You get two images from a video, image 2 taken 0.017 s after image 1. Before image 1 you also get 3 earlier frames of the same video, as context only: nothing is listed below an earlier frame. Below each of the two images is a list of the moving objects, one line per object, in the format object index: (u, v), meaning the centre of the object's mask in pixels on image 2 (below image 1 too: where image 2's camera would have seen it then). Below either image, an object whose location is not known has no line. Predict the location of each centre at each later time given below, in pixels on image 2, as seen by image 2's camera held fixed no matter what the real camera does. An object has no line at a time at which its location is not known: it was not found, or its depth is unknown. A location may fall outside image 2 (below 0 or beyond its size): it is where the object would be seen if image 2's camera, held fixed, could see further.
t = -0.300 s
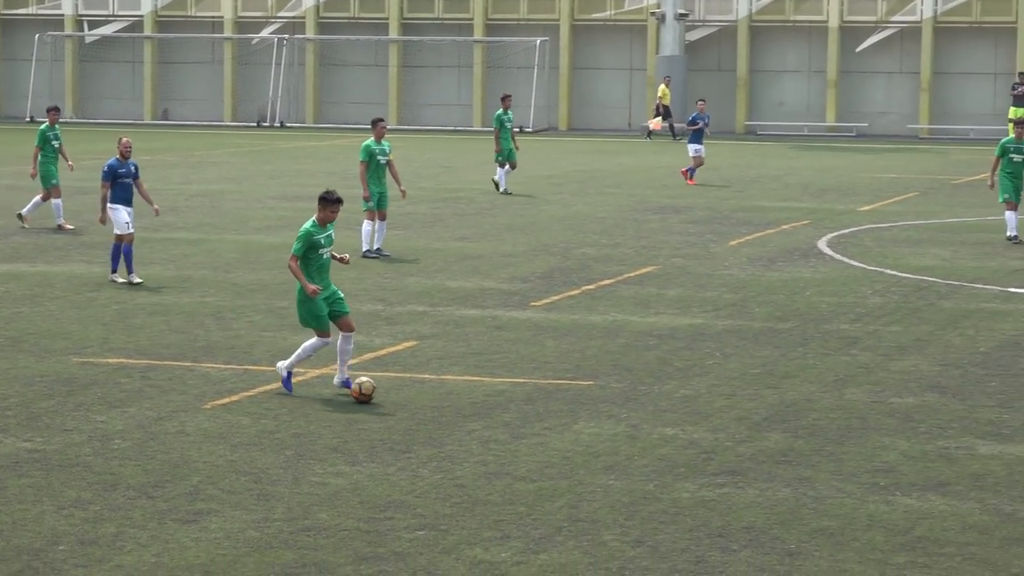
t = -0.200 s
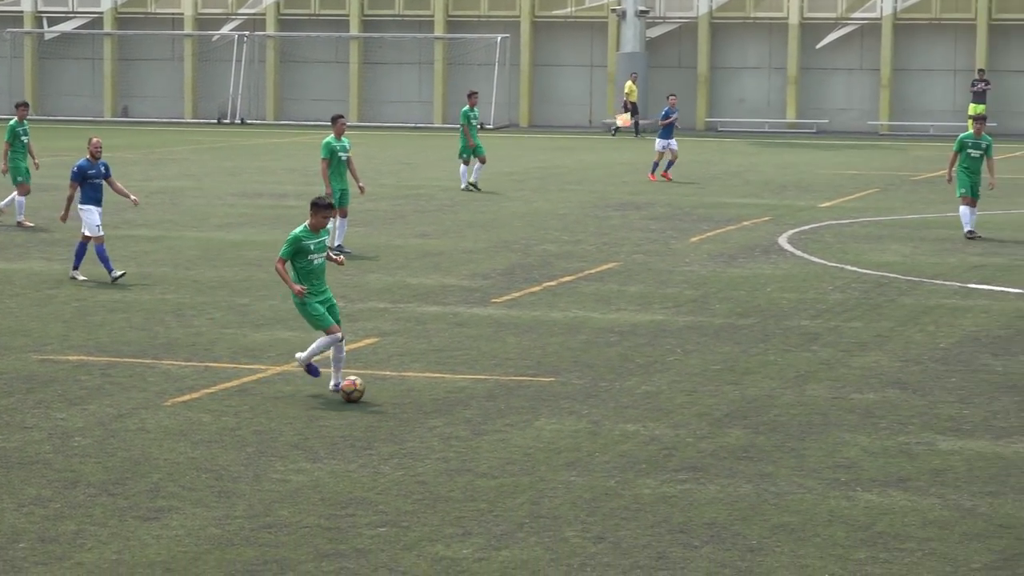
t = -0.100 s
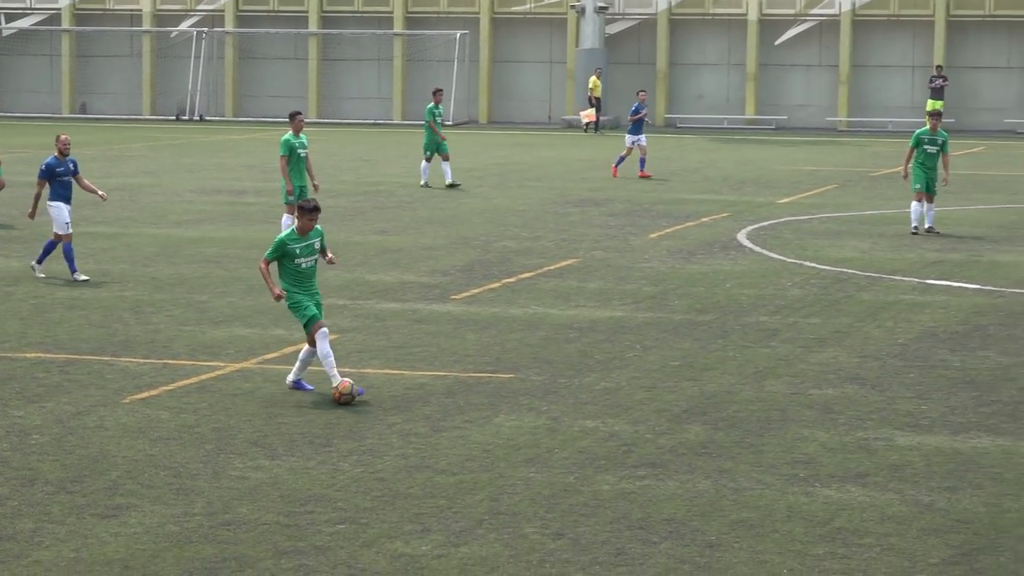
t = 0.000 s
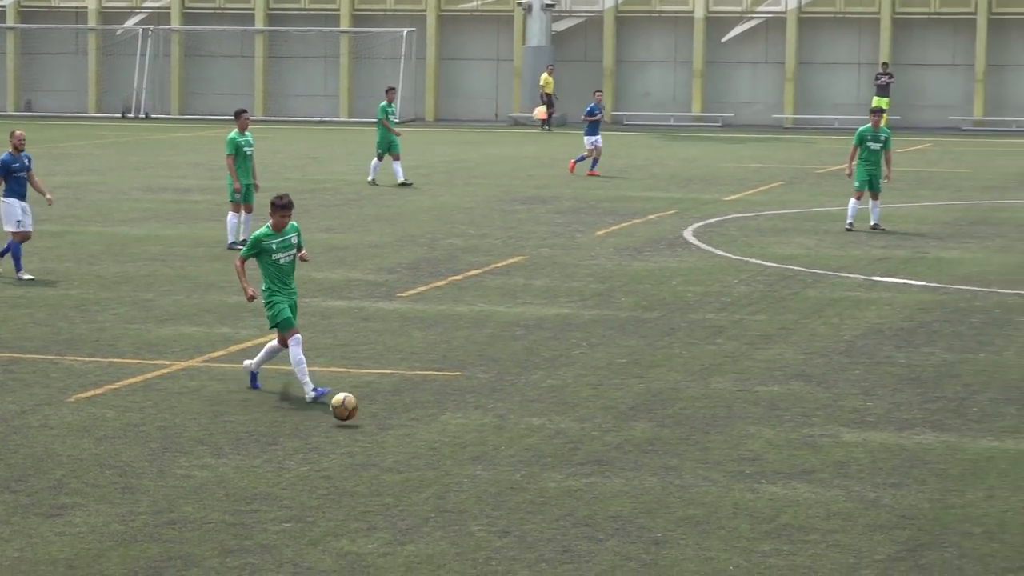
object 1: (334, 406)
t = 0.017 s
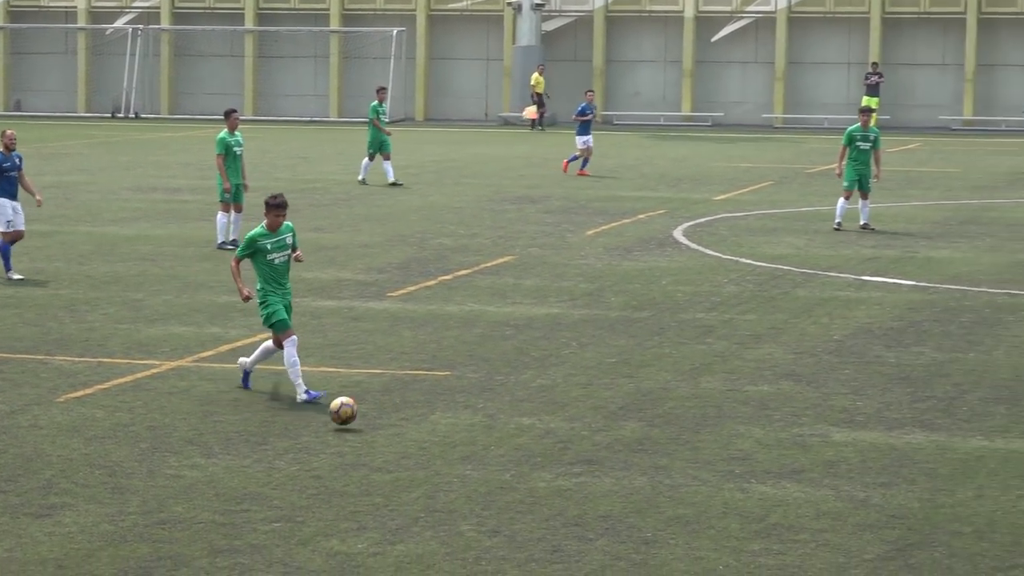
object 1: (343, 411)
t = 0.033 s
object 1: (352, 416)
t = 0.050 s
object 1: (361, 421)
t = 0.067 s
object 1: (371, 428)
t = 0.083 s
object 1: (379, 431)
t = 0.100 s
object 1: (388, 433)
